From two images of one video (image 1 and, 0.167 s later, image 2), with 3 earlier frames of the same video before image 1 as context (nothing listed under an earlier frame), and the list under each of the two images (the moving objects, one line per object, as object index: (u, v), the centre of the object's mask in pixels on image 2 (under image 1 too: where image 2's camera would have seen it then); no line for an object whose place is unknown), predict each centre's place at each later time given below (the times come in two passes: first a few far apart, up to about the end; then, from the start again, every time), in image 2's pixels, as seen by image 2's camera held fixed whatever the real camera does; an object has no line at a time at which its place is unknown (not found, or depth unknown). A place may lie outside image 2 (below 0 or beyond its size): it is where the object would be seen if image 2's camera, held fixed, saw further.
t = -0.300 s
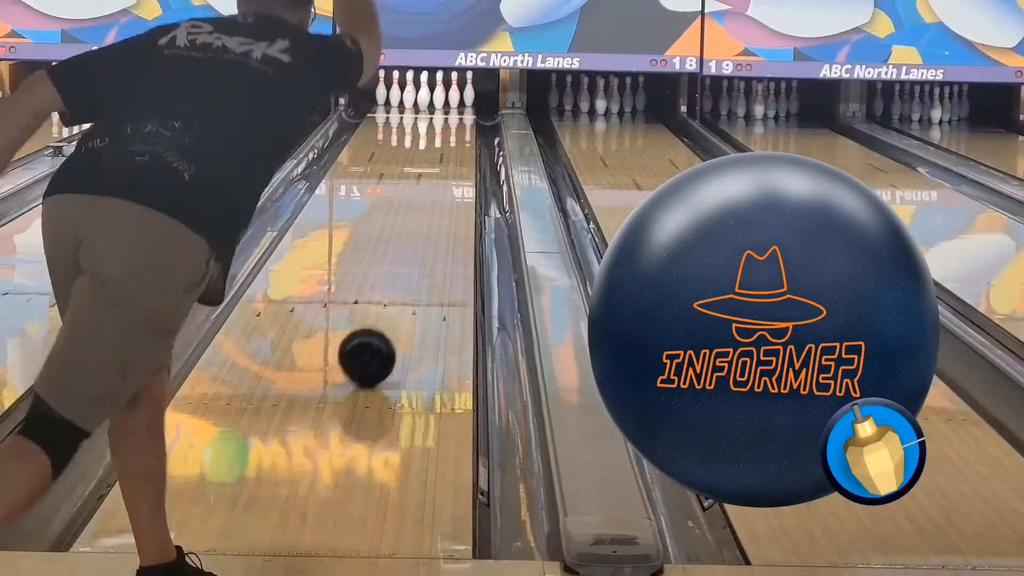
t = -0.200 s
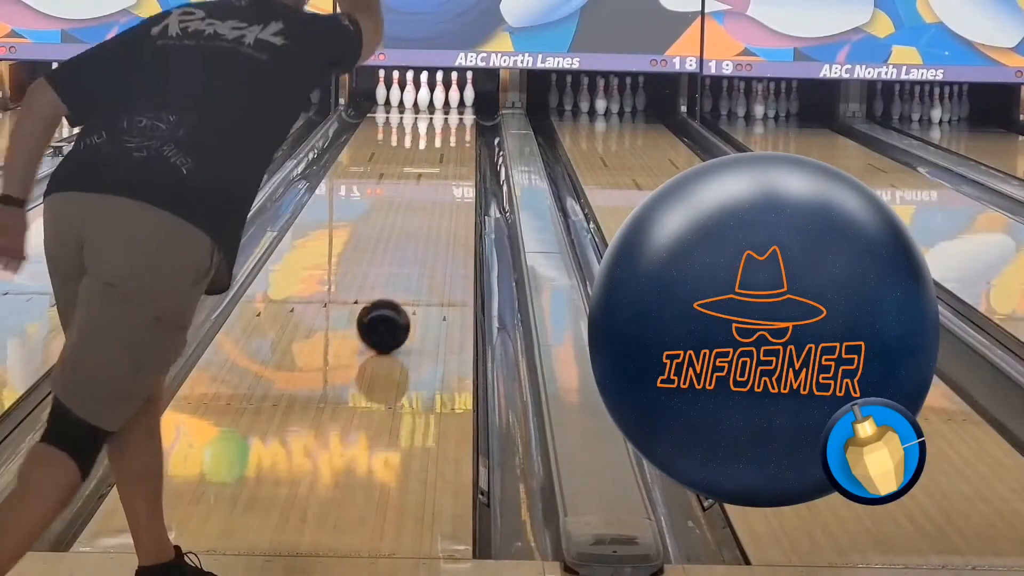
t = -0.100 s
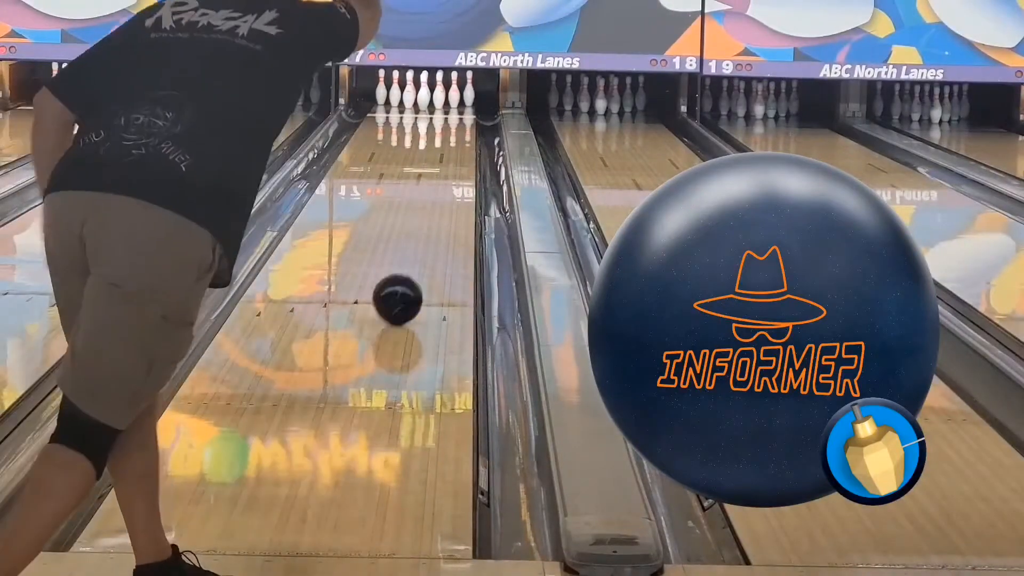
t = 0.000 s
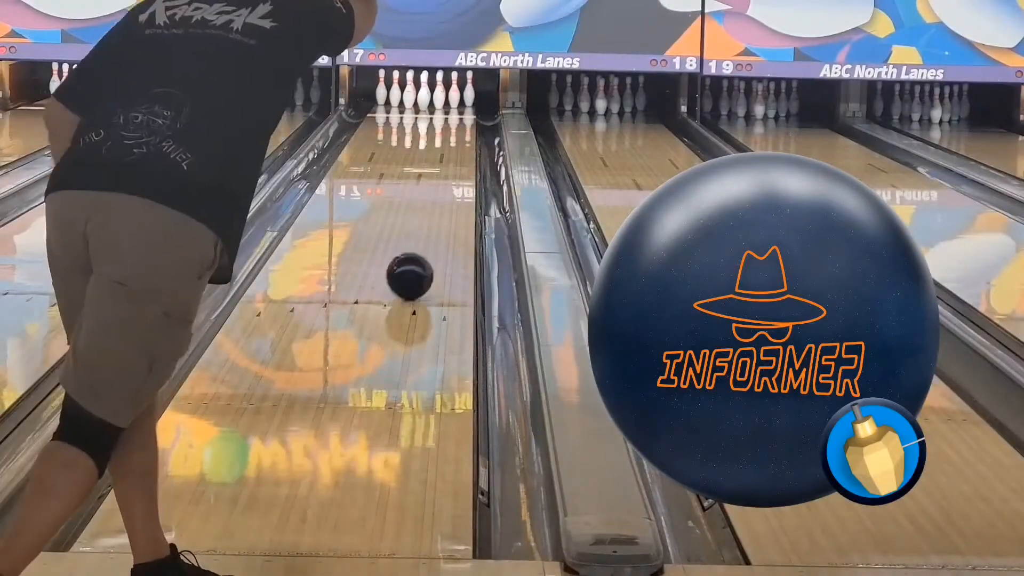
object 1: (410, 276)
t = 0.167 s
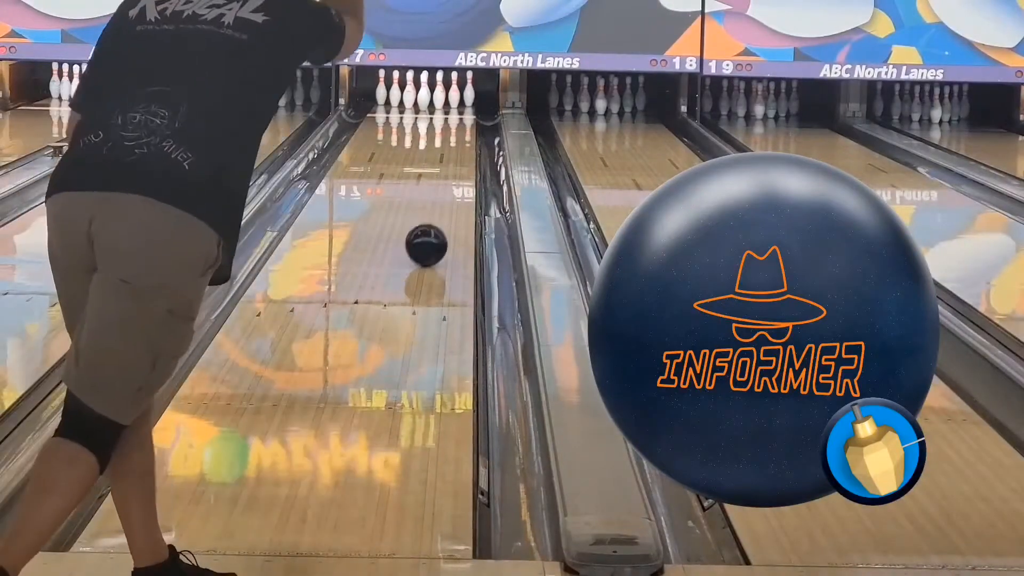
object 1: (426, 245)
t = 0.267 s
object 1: (434, 229)
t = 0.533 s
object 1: (450, 193)
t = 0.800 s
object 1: (460, 167)
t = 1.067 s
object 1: (464, 146)
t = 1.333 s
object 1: (463, 129)
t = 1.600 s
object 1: (453, 116)
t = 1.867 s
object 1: (440, 106)
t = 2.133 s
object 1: (437, 99)
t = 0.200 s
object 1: (429, 240)
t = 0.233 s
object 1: (432, 234)
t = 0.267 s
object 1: (434, 229)
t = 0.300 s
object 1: (437, 224)
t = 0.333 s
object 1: (439, 219)
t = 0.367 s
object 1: (441, 215)
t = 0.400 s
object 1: (443, 210)
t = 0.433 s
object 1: (445, 206)
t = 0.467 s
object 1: (447, 201)
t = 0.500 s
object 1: (449, 197)
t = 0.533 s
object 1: (450, 193)
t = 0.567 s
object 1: (452, 190)
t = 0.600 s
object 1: (453, 186)
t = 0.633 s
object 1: (454, 183)
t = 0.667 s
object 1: (456, 179)
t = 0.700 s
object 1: (457, 176)
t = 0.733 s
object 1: (458, 173)
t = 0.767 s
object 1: (459, 170)
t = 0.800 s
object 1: (460, 167)
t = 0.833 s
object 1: (460, 164)
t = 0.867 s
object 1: (461, 161)
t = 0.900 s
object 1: (462, 158)
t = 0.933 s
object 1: (463, 156)
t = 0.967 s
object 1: (463, 153)
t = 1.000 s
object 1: (463, 151)
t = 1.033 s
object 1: (464, 149)
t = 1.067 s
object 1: (464, 146)
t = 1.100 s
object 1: (464, 144)
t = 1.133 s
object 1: (464, 142)
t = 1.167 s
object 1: (464, 139)
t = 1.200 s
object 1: (464, 137)
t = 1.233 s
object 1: (464, 135)
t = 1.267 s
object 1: (463, 133)
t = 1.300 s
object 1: (463, 131)
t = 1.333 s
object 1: (463, 129)
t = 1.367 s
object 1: (462, 128)
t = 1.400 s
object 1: (461, 126)
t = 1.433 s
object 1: (460, 124)
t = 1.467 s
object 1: (459, 123)
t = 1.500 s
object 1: (458, 121)
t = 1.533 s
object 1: (457, 120)
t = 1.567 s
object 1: (456, 118)
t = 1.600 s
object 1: (453, 116)
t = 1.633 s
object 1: (452, 115)
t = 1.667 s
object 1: (450, 114)
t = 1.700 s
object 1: (449, 112)
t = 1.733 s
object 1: (447, 111)
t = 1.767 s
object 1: (445, 109)
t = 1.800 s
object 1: (444, 108)
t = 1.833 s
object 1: (442, 107)
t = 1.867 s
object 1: (440, 106)
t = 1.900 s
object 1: (439, 105)
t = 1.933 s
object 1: (438, 104)
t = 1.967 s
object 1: (436, 103)
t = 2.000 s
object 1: (434, 102)
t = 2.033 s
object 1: (435, 101)
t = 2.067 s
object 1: (437, 100)
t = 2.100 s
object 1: (437, 99)
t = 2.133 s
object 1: (437, 99)
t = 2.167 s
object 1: (438, 98)
